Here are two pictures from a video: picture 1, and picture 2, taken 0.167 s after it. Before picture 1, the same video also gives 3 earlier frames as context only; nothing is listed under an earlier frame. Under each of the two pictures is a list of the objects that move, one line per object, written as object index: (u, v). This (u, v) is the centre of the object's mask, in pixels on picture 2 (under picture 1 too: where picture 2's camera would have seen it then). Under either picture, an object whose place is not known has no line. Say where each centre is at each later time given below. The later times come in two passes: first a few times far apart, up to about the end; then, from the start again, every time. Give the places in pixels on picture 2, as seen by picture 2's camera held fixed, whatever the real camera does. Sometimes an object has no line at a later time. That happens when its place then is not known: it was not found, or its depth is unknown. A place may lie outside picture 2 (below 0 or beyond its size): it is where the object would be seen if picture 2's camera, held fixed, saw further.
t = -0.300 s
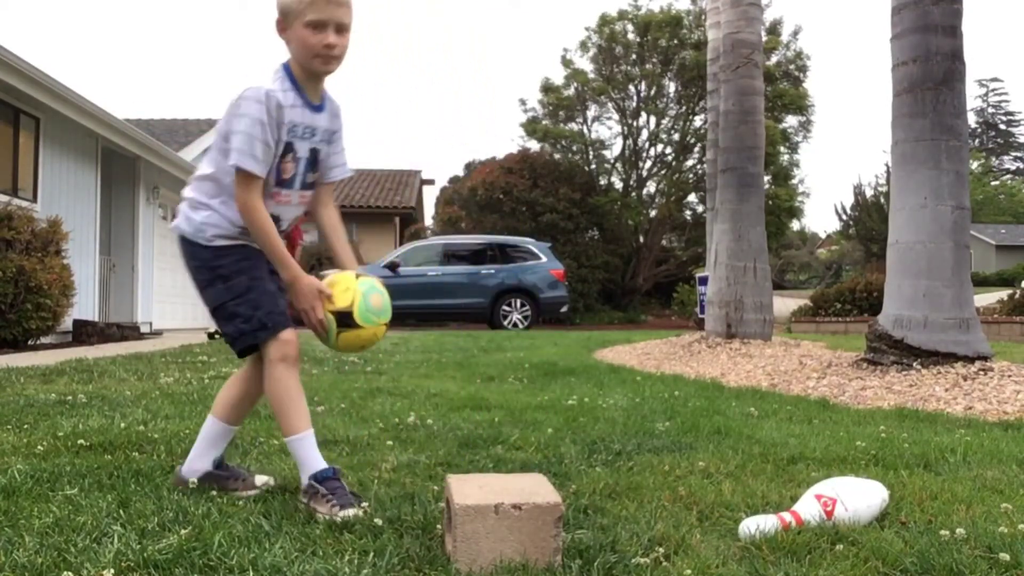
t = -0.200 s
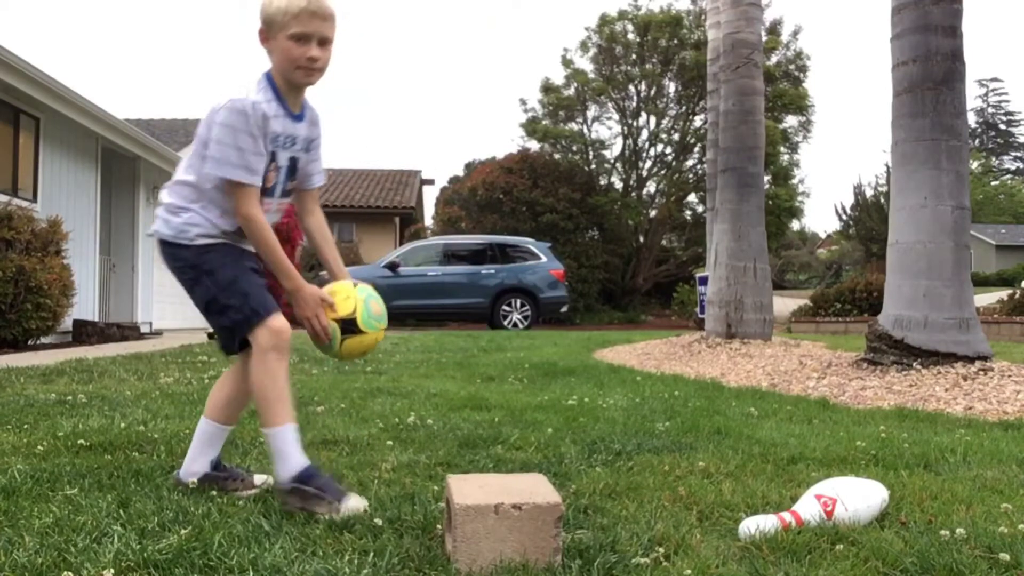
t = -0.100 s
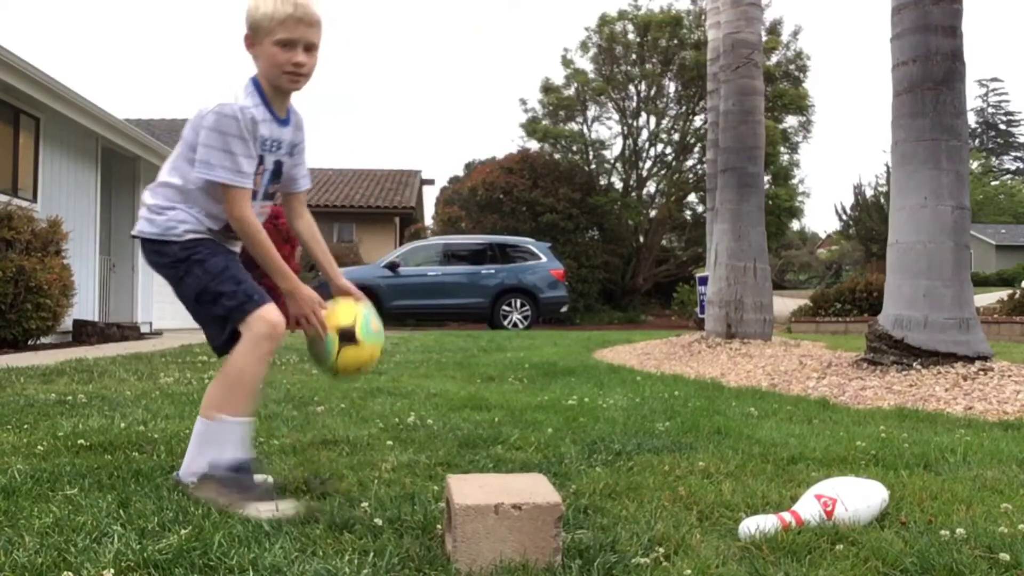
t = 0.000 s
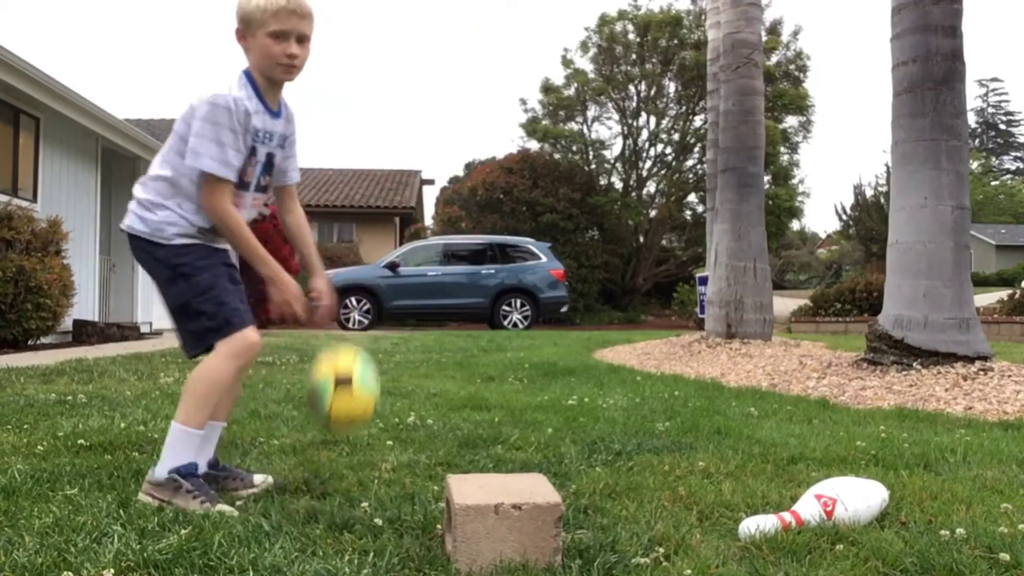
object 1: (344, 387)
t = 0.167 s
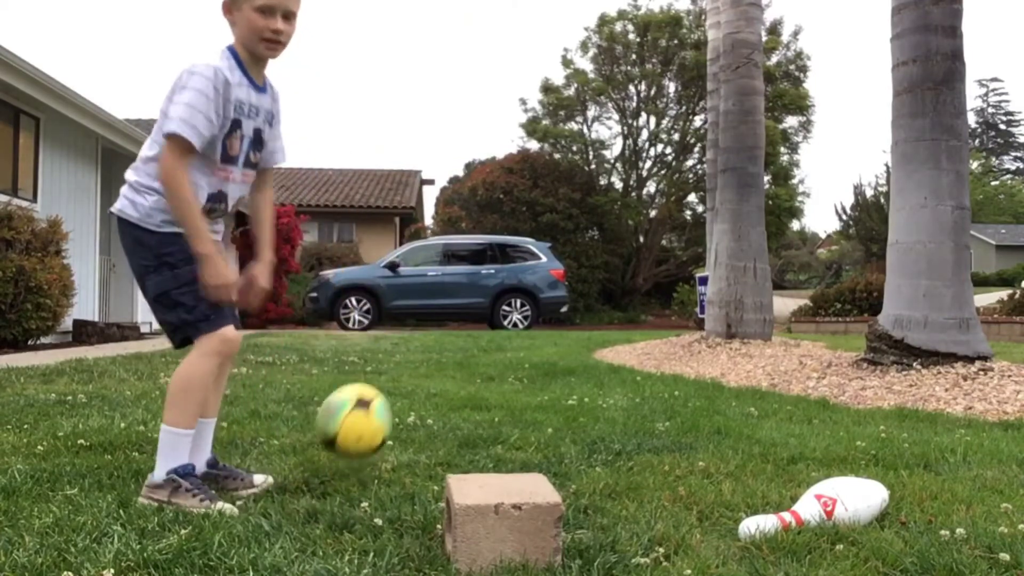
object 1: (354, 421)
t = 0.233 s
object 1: (365, 413)
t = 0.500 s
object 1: (409, 449)
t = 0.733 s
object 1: (439, 451)
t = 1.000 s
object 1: (457, 452)
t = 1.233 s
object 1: (450, 454)
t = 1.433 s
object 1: (445, 454)
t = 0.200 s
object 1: (360, 415)
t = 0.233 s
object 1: (365, 413)
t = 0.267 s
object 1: (370, 414)
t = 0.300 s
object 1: (375, 420)
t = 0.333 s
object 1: (381, 429)
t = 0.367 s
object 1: (387, 441)
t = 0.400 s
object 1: (391, 455)
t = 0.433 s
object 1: (400, 449)
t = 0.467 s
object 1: (404, 449)
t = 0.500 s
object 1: (409, 449)
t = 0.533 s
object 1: (414, 452)
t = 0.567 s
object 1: (418, 452)
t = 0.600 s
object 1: (424, 452)
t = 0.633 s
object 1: (428, 451)
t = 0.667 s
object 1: (433, 450)
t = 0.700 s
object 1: (436, 451)
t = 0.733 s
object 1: (439, 451)
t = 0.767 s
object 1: (443, 450)
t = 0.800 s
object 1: (446, 451)
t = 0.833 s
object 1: (449, 451)
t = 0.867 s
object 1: (452, 451)
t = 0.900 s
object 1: (454, 451)
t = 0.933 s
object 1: (455, 451)
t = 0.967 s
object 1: (456, 452)
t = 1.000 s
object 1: (457, 452)
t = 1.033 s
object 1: (457, 452)
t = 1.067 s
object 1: (456, 453)
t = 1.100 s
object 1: (456, 453)
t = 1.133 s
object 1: (455, 453)
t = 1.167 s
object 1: (453, 453)
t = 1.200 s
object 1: (452, 454)
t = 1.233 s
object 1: (450, 454)
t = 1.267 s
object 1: (449, 454)
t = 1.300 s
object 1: (448, 454)
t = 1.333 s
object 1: (447, 454)
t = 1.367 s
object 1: (446, 454)
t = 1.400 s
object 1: (446, 454)
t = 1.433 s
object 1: (445, 454)
